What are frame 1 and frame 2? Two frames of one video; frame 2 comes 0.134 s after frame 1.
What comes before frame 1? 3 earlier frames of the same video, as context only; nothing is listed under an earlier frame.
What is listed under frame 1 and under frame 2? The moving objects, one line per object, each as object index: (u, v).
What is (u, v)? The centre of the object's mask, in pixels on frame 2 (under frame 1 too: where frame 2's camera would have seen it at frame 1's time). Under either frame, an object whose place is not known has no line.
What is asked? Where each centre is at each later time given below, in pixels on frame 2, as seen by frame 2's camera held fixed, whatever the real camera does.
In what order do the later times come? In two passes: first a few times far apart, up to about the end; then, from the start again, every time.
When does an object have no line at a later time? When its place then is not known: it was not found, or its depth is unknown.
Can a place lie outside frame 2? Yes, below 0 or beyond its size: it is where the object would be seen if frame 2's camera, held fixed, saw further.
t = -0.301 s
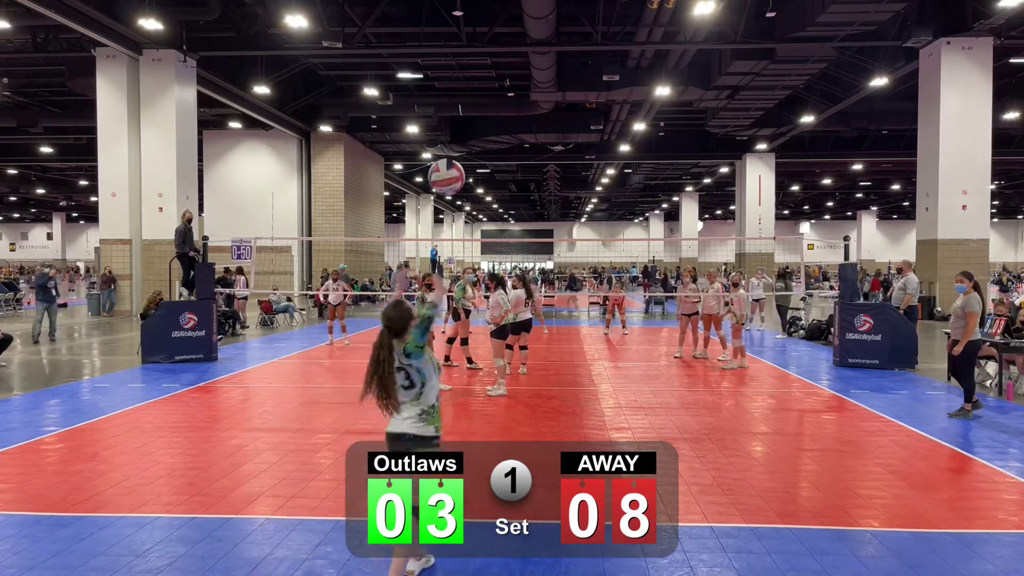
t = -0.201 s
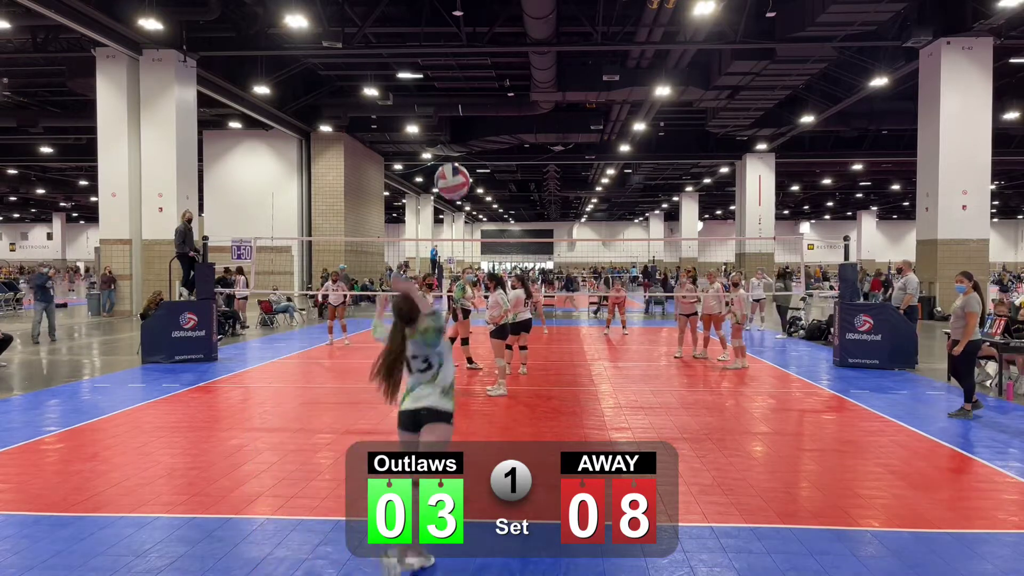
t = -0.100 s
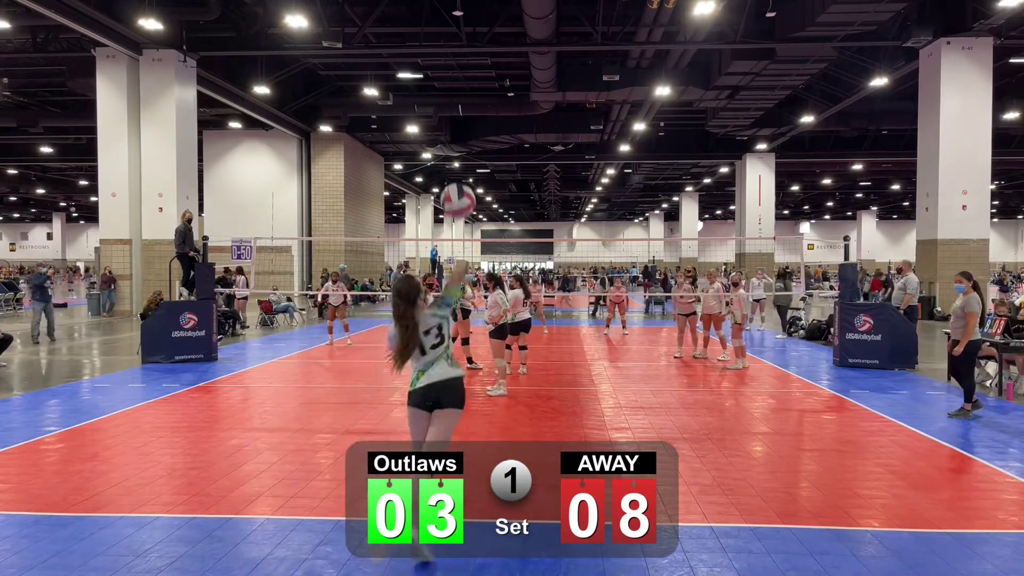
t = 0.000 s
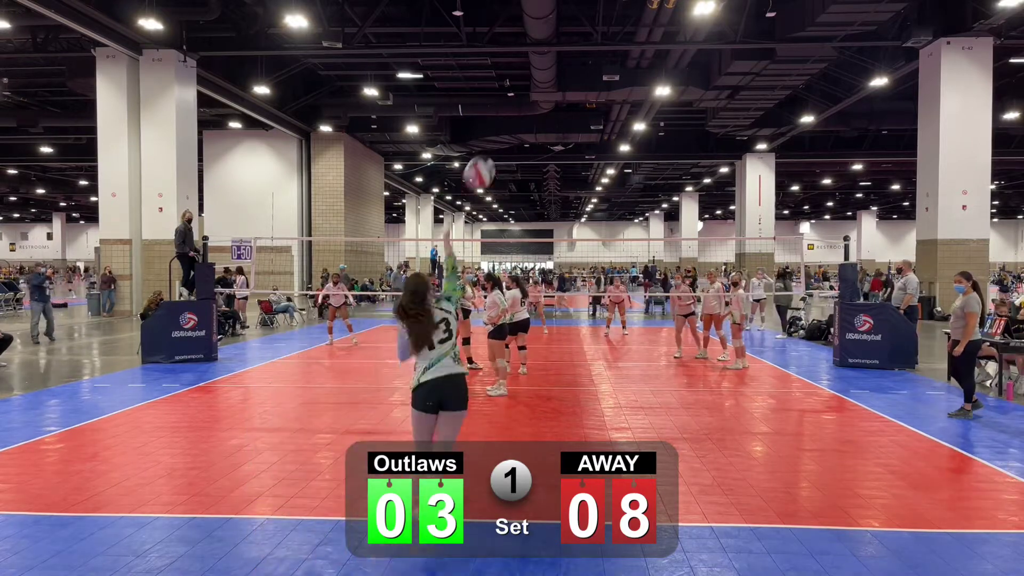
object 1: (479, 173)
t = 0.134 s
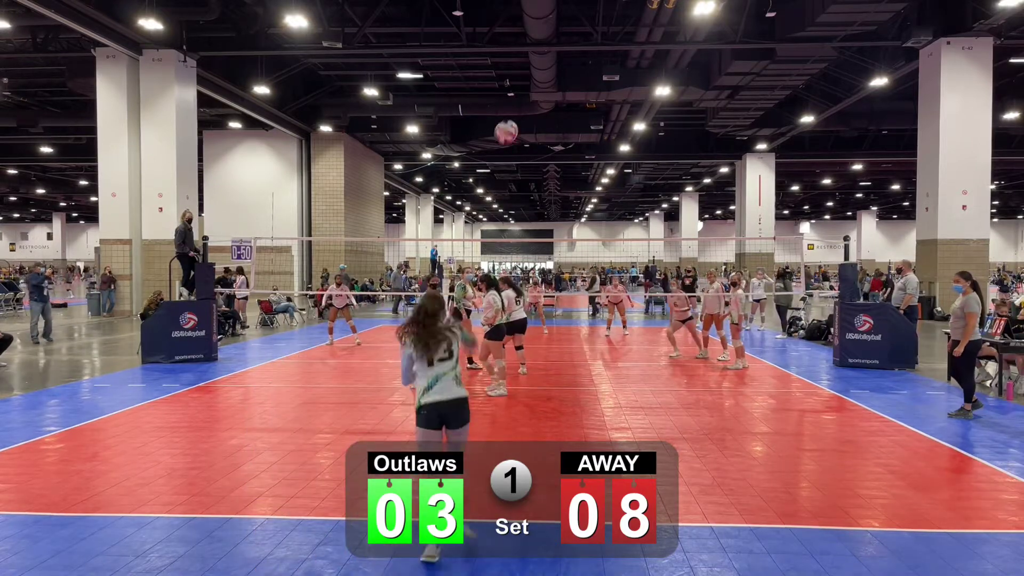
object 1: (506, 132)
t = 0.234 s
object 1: (518, 123)
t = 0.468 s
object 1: (534, 134)
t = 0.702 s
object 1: (543, 169)
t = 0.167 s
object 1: (510, 128)
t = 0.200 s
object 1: (515, 125)
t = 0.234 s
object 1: (518, 123)
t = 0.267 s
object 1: (521, 123)
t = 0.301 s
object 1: (524, 123)
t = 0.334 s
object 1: (526, 125)
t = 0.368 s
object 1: (529, 126)
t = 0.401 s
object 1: (531, 129)
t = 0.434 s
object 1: (533, 131)
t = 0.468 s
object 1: (534, 134)
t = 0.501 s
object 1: (536, 138)
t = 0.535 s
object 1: (537, 142)
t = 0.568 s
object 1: (538, 147)
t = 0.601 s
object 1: (540, 152)
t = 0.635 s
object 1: (541, 157)
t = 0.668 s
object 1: (542, 163)
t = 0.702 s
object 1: (543, 169)
